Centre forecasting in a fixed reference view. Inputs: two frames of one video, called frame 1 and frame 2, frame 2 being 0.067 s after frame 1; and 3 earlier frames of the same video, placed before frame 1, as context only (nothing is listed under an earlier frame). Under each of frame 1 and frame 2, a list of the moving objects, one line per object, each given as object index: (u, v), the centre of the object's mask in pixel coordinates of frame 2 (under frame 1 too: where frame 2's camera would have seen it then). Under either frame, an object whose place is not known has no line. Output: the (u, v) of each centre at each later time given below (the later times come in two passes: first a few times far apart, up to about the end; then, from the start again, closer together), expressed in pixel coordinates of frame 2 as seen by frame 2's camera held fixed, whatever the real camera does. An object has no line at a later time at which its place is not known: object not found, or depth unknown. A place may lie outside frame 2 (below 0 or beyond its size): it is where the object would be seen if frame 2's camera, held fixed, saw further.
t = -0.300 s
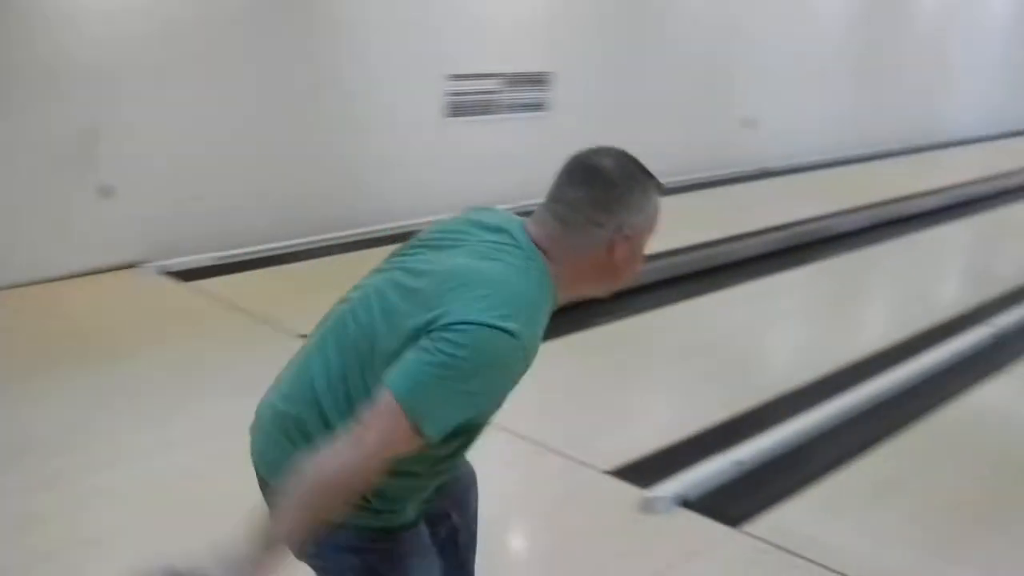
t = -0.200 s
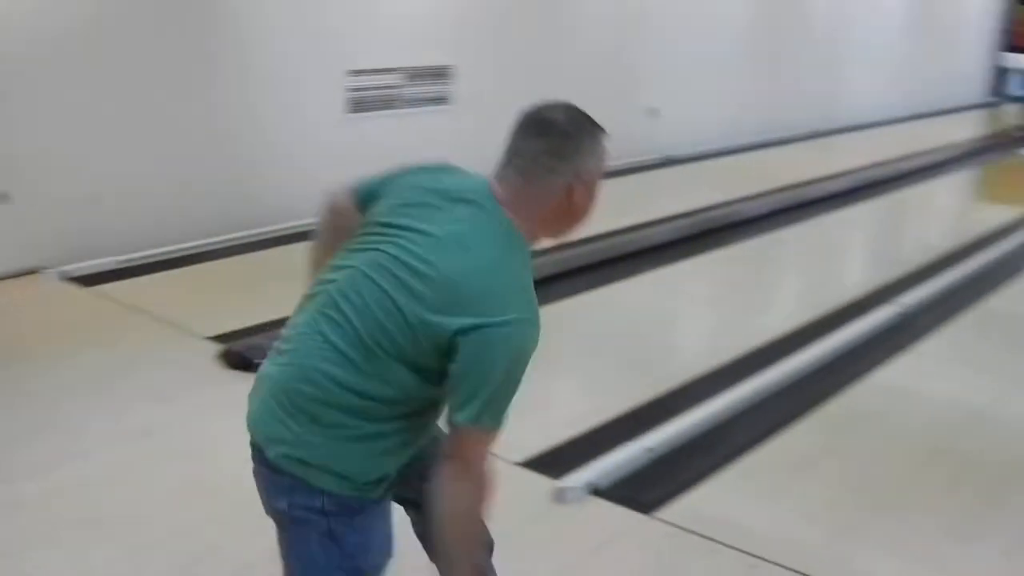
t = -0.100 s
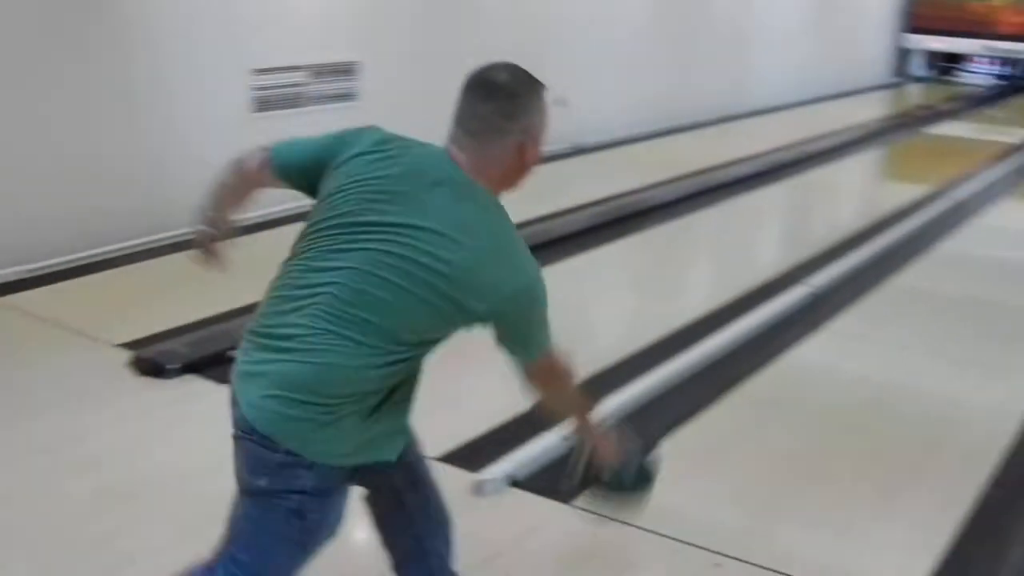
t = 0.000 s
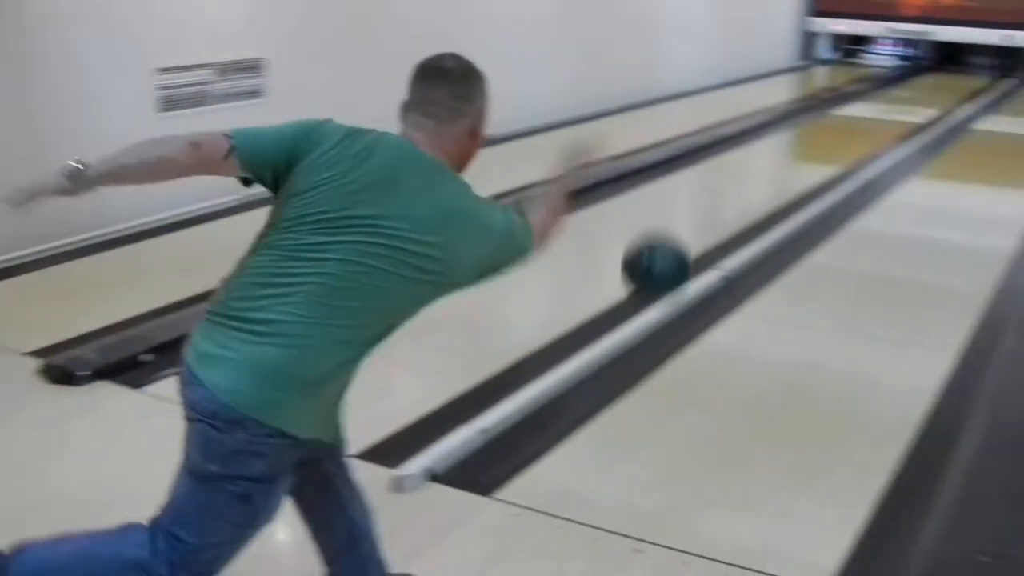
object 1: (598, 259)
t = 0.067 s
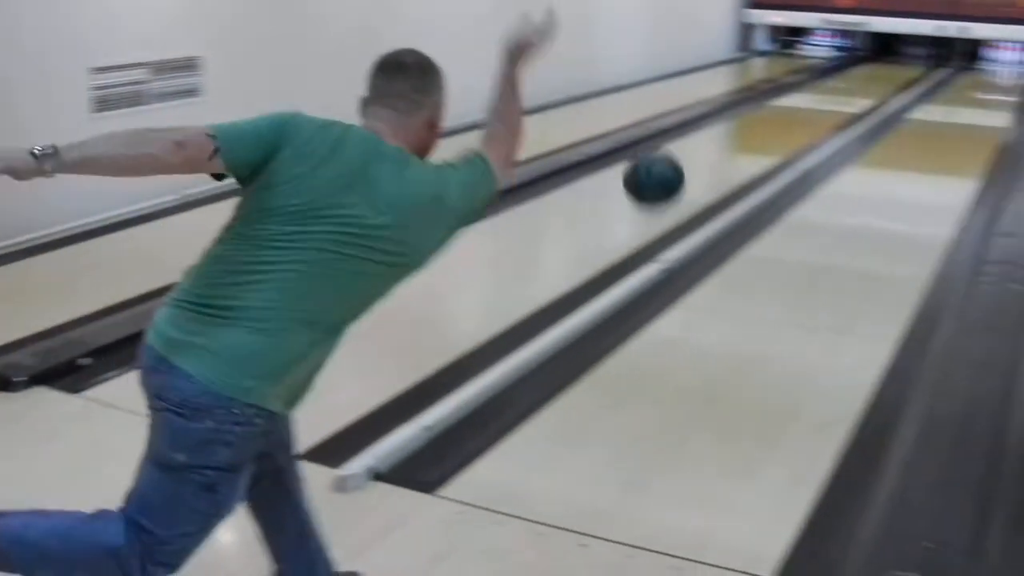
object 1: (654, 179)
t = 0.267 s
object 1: (756, 77)
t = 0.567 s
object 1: (824, 102)
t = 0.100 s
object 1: (676, 150)
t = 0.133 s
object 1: (696, 128)
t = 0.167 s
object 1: (713, 109)
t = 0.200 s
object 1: (729, 95)
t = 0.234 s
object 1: (743, 84)
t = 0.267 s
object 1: (756, 77)
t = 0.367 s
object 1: (788, 70)
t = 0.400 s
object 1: (796, 73)
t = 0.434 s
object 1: (803, 77)
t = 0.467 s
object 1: (809, 81)
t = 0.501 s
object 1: (816, 87)
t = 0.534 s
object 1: (820, 95)
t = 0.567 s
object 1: (824, 102)
